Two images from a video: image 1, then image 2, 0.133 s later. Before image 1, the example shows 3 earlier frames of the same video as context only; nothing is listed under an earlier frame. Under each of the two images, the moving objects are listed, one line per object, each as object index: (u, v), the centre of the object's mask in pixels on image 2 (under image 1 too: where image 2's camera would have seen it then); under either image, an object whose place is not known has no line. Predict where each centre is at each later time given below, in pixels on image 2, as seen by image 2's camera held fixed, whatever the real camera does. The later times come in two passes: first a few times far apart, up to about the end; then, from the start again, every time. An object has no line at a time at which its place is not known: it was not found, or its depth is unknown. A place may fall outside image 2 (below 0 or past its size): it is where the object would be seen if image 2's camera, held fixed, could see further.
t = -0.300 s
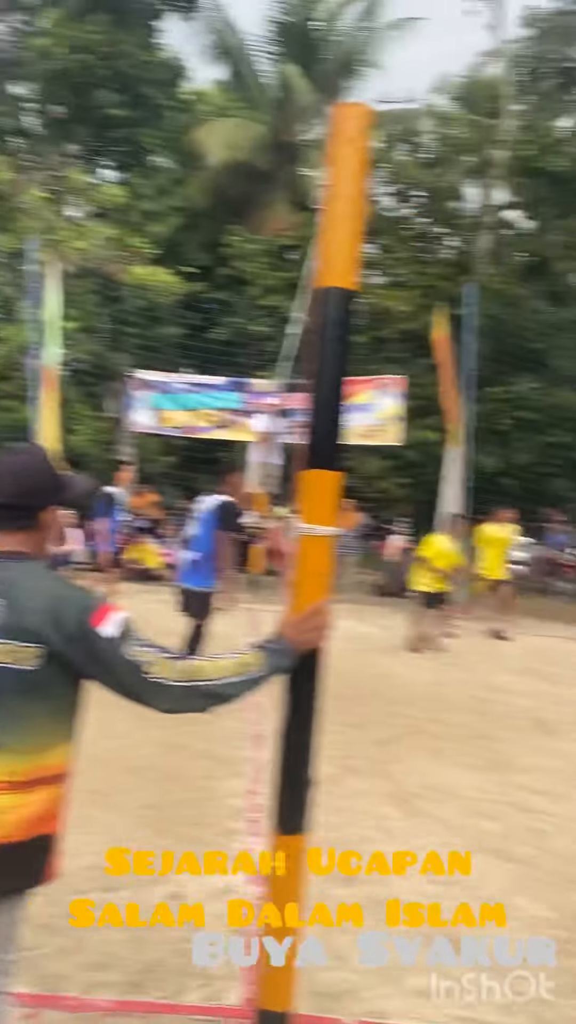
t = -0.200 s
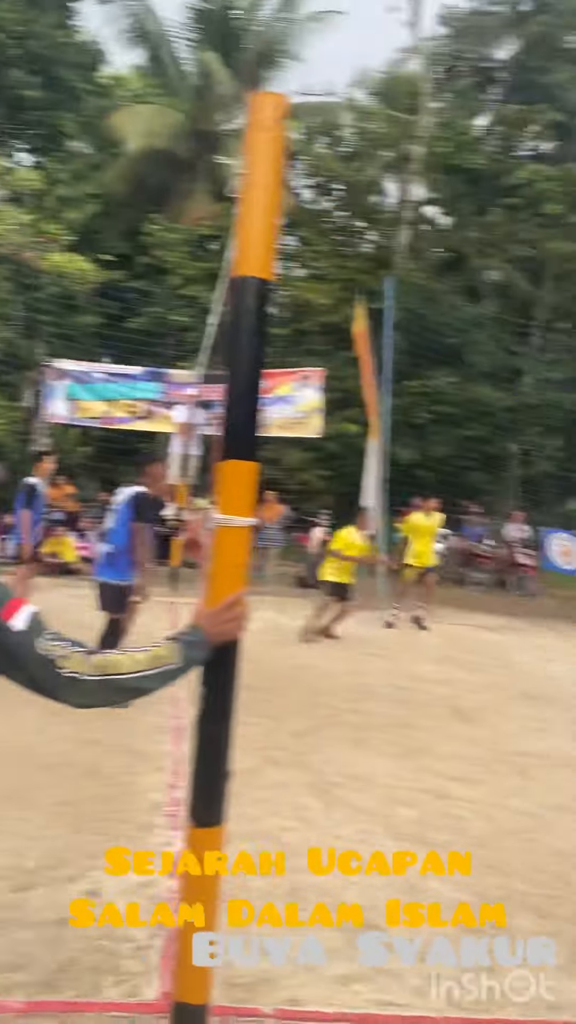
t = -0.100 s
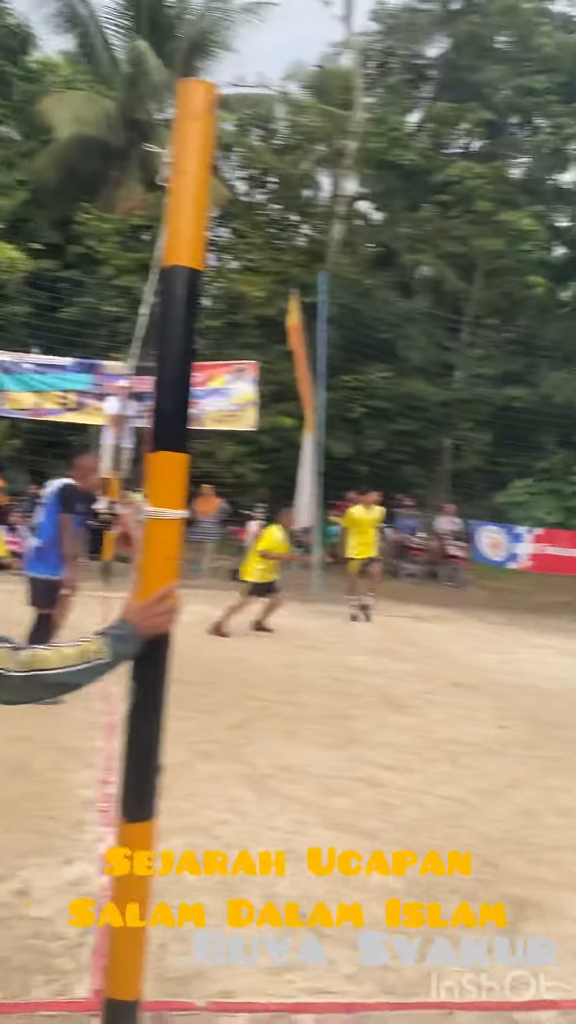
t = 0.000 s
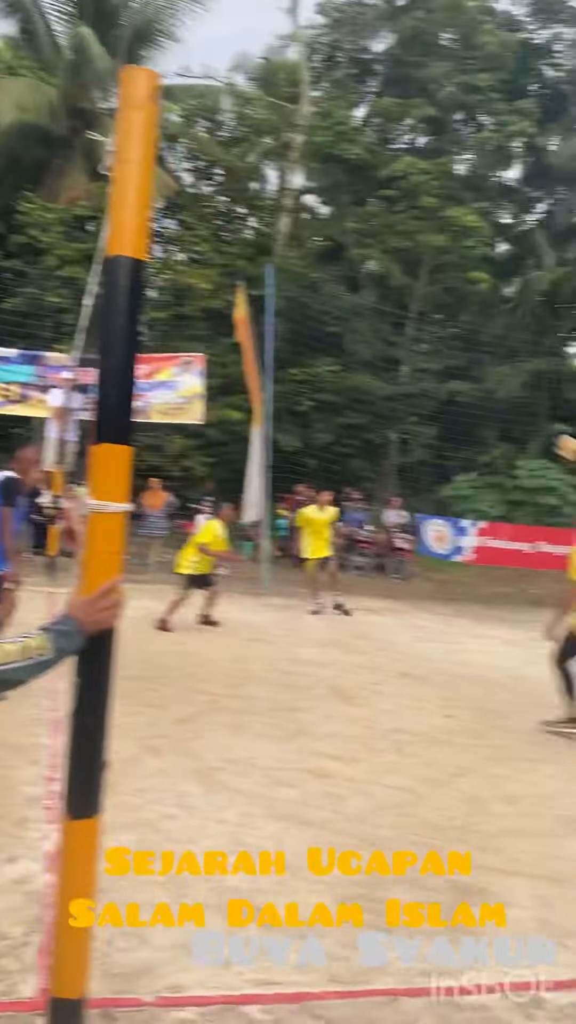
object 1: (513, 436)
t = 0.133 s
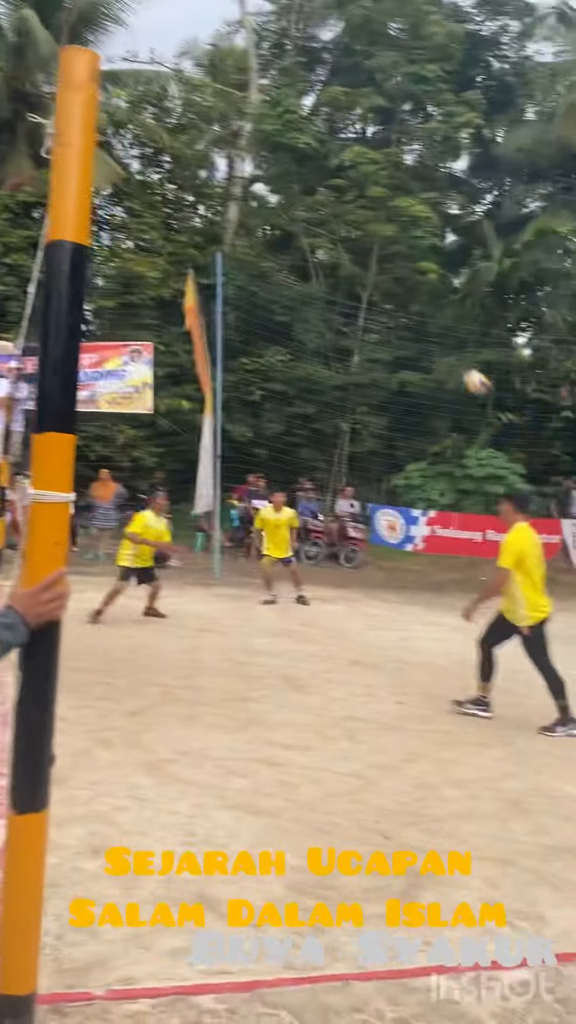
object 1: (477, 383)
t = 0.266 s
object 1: (433, 343)
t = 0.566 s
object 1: (322, 314)
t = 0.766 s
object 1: (239, 347)
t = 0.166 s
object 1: (466, 371)
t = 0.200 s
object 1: (455, 361)
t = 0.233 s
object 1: (445, 352)
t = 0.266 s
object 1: (433, 343)
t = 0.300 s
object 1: (422, 335)
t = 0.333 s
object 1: (411, 329)
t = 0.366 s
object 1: (399, 324)
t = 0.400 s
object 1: (386, 320)
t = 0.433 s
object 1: (375, 316)
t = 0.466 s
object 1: (361, 314)
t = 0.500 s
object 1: (348, 313)
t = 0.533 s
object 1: (336, 312)
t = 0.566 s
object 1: (322, 314)
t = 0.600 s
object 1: (309, 316)
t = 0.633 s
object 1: (296, 320)
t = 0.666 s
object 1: (282, 324)
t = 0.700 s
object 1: (269, 331)
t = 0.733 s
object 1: (254, 338)
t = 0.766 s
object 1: (239, 347)
